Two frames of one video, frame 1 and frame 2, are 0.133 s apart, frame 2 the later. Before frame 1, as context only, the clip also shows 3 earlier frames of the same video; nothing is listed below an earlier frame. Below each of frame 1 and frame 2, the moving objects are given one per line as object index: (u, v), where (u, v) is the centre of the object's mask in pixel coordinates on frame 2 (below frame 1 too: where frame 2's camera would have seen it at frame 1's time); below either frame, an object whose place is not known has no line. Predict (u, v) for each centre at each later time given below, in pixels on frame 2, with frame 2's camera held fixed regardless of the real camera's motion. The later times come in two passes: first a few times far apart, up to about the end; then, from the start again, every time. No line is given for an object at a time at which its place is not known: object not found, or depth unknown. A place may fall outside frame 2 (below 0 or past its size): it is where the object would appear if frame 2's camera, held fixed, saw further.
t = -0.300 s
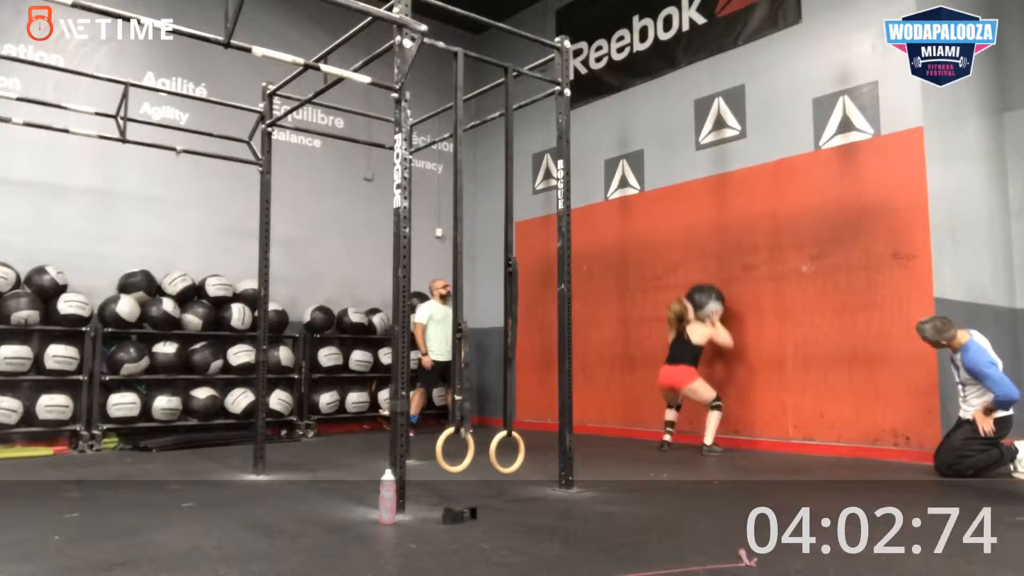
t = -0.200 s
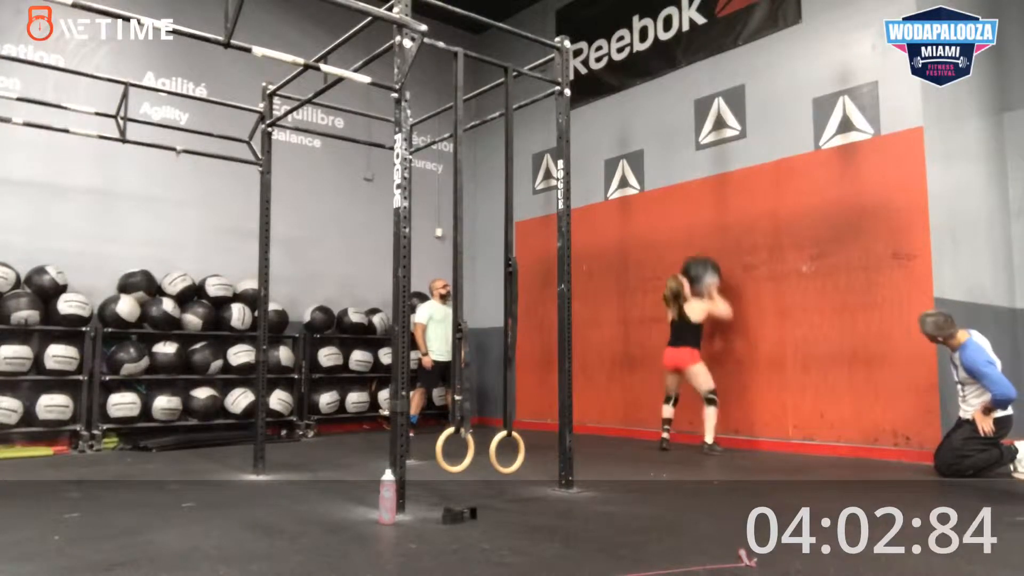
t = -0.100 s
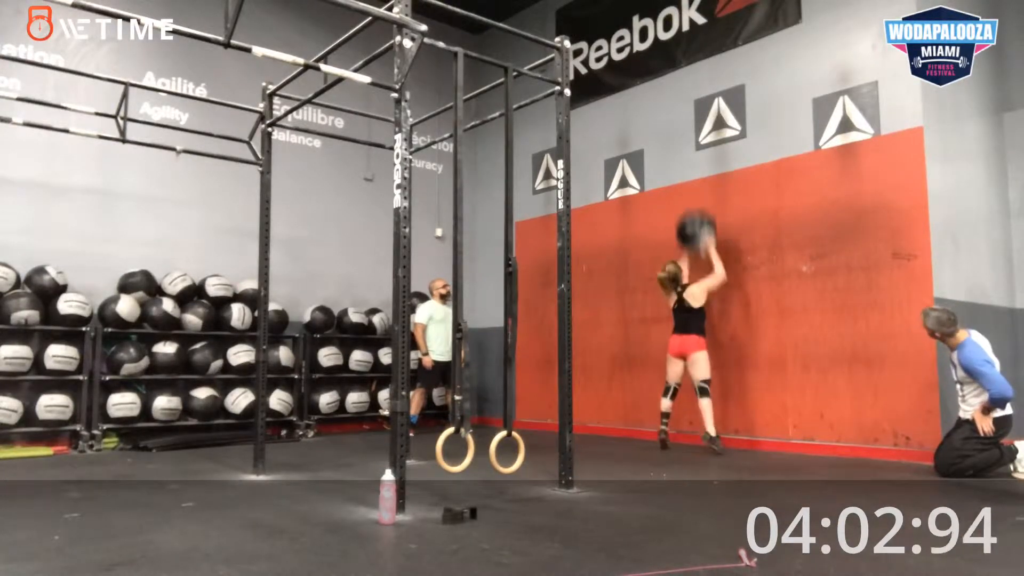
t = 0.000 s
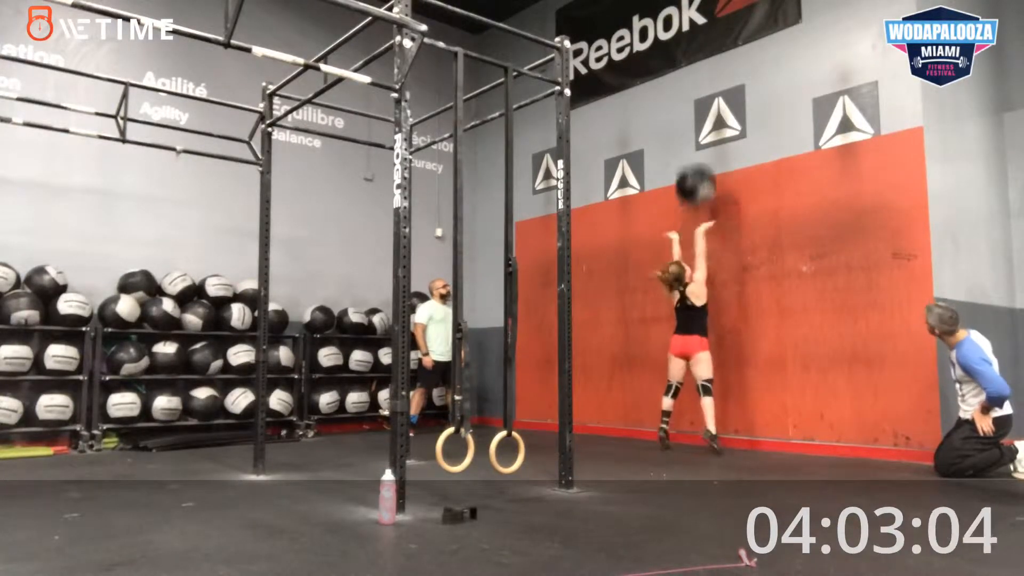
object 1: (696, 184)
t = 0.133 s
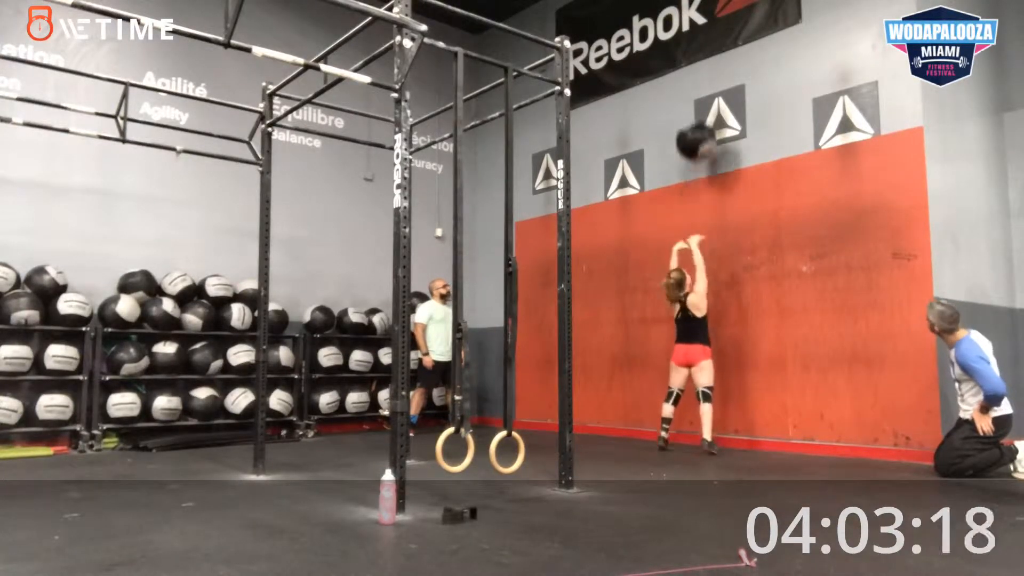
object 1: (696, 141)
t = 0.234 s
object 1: (697, 120)
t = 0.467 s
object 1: (700, 113)
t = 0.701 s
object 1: (703, 162)
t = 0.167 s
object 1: (697, 133)
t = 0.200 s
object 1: (697, 126)
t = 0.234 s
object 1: (697, 120)
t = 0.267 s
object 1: (697, 116)
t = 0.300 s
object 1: (698, 113)
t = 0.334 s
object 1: (698, 111)
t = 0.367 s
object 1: (699, 110)
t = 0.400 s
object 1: (699, 110)
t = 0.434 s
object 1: (699, 111)
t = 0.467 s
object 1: (700, 113)
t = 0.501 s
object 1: (700, 117)
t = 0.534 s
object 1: (700, 121)
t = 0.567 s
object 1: (701, 127)
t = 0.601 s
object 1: (702, 134)
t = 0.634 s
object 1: (702, 142)
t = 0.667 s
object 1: (703, 152)
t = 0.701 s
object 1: (703, 162)
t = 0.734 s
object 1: (704, 172)
